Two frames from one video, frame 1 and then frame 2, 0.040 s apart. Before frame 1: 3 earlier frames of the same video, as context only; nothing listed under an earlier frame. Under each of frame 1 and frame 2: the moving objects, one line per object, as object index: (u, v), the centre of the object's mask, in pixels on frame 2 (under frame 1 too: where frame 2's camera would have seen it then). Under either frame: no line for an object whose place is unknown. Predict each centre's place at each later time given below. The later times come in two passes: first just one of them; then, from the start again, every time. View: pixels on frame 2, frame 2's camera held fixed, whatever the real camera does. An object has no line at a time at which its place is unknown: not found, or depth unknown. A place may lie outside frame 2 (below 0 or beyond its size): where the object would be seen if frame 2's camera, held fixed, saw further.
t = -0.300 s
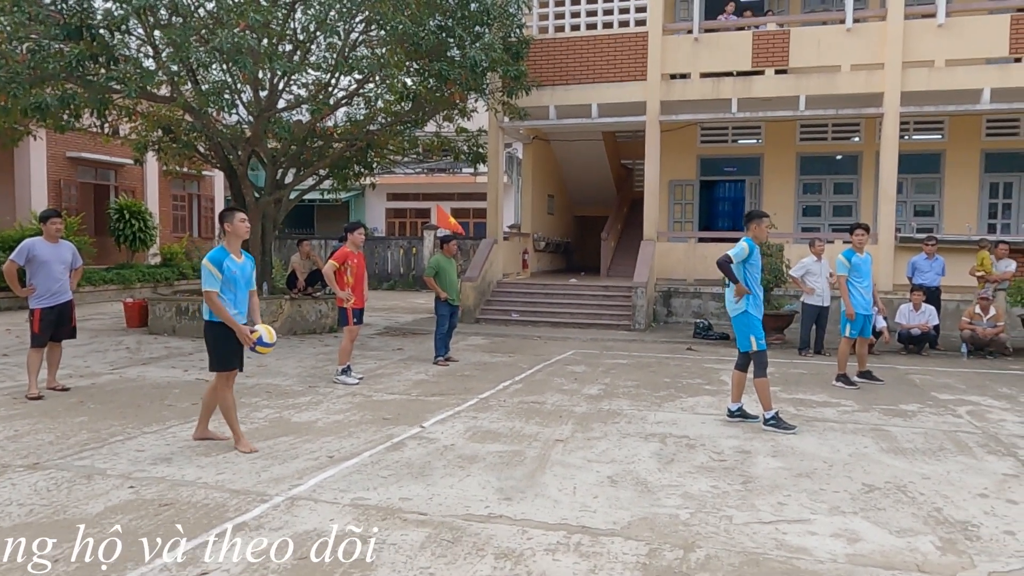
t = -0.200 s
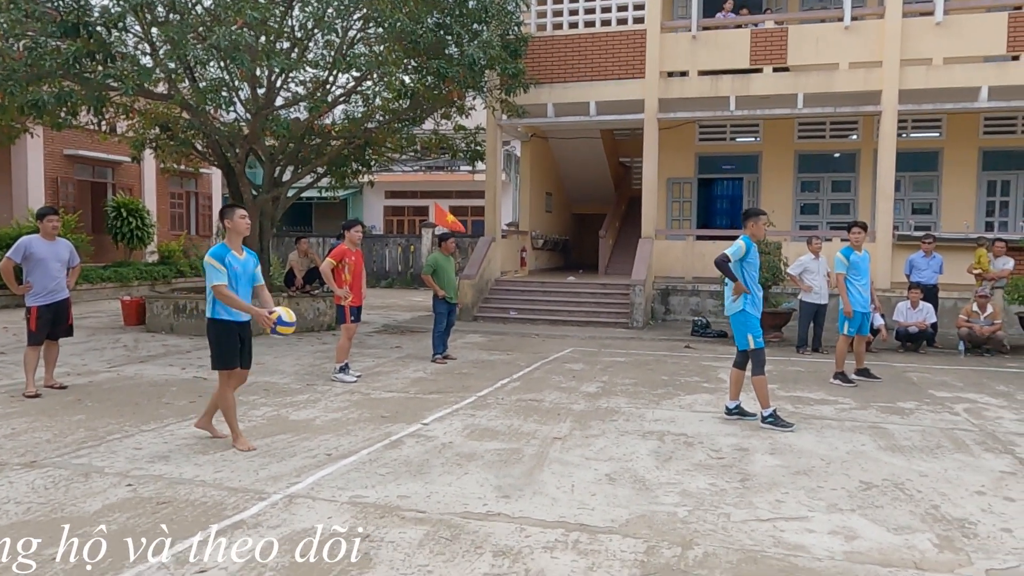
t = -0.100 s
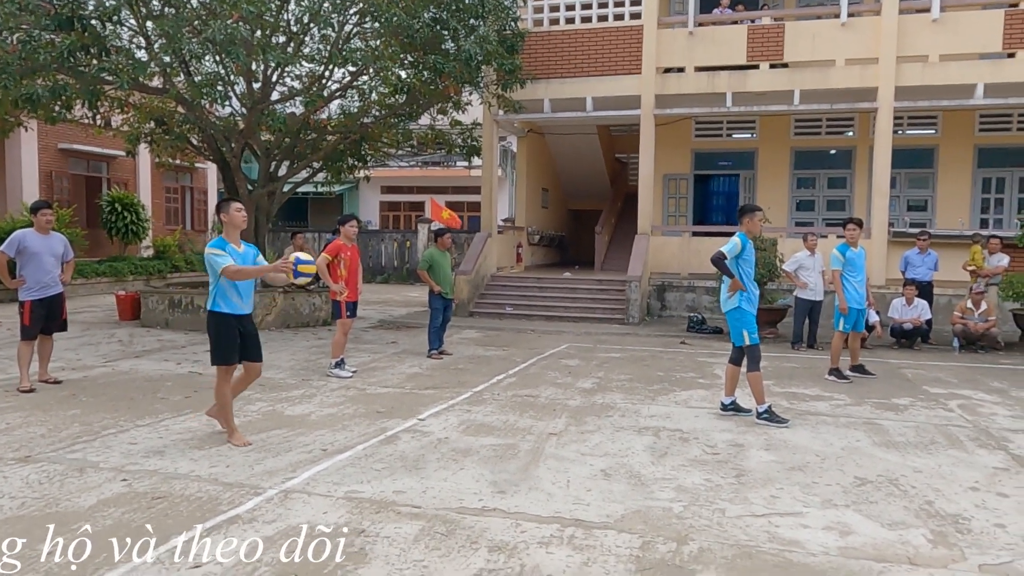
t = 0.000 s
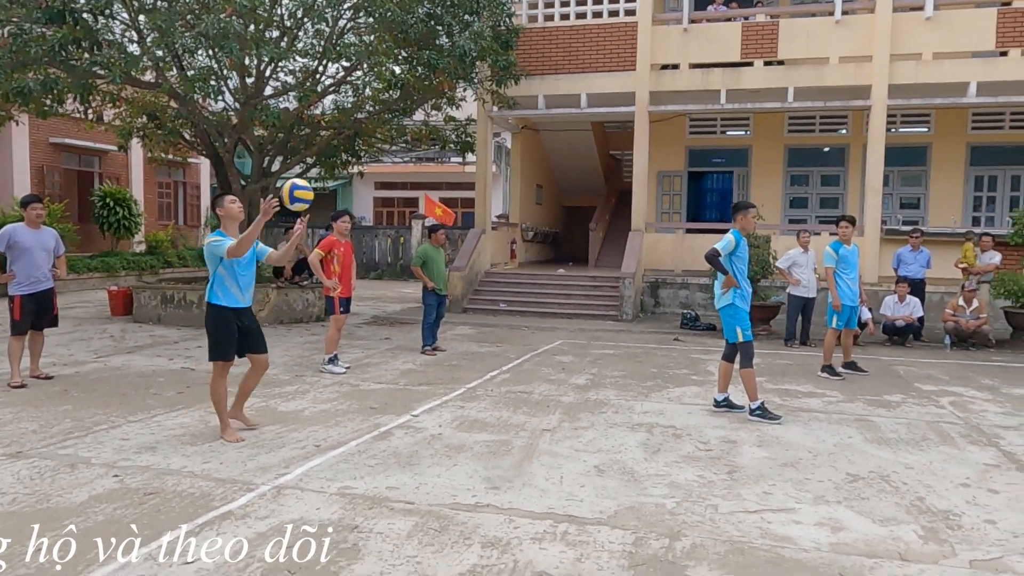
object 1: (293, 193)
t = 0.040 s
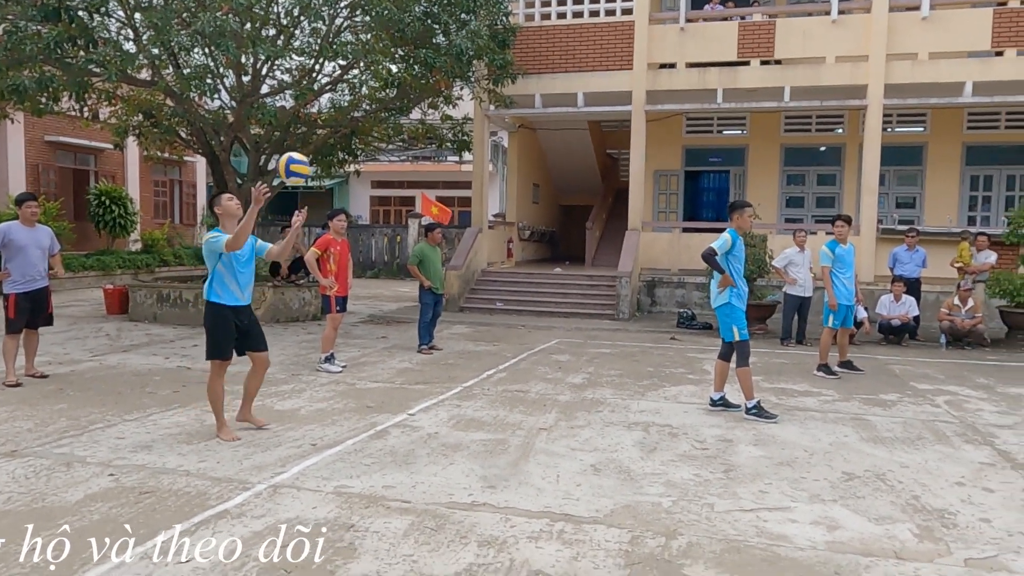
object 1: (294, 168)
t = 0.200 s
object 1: (293, 93)
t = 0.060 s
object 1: (294, 157)
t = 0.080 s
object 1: (294, 146)
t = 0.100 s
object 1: (293, 136)
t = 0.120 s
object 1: (293, 126)
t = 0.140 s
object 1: (293, 117)
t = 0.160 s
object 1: (293, 108)
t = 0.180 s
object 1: (293, 100)
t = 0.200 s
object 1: (293, 93)
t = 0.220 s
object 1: (292, 86)
